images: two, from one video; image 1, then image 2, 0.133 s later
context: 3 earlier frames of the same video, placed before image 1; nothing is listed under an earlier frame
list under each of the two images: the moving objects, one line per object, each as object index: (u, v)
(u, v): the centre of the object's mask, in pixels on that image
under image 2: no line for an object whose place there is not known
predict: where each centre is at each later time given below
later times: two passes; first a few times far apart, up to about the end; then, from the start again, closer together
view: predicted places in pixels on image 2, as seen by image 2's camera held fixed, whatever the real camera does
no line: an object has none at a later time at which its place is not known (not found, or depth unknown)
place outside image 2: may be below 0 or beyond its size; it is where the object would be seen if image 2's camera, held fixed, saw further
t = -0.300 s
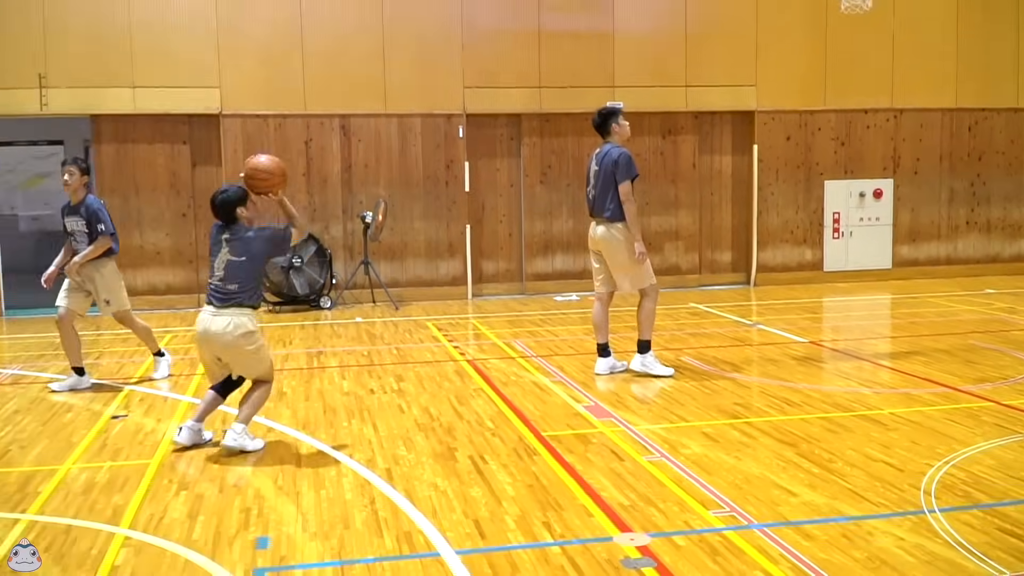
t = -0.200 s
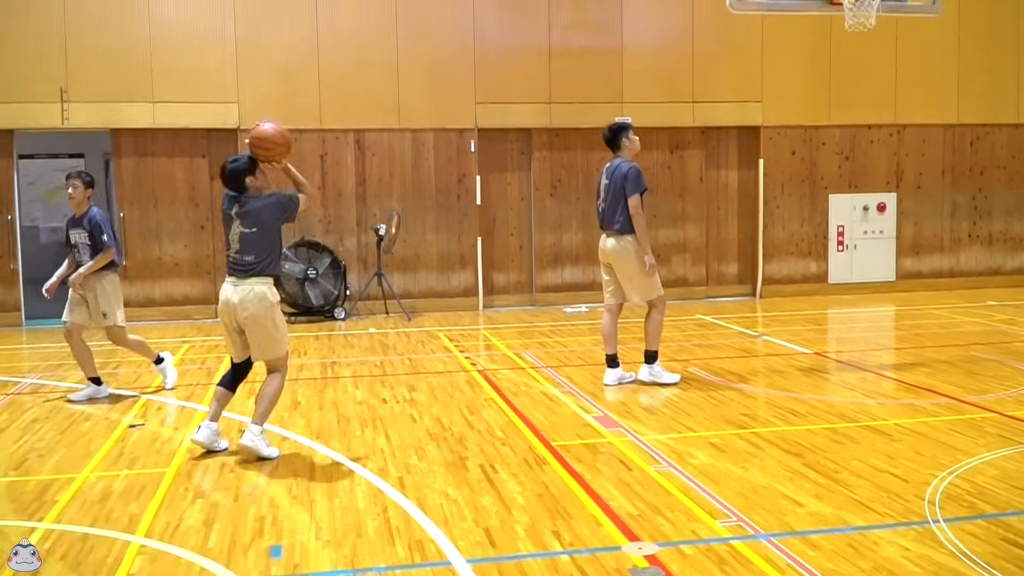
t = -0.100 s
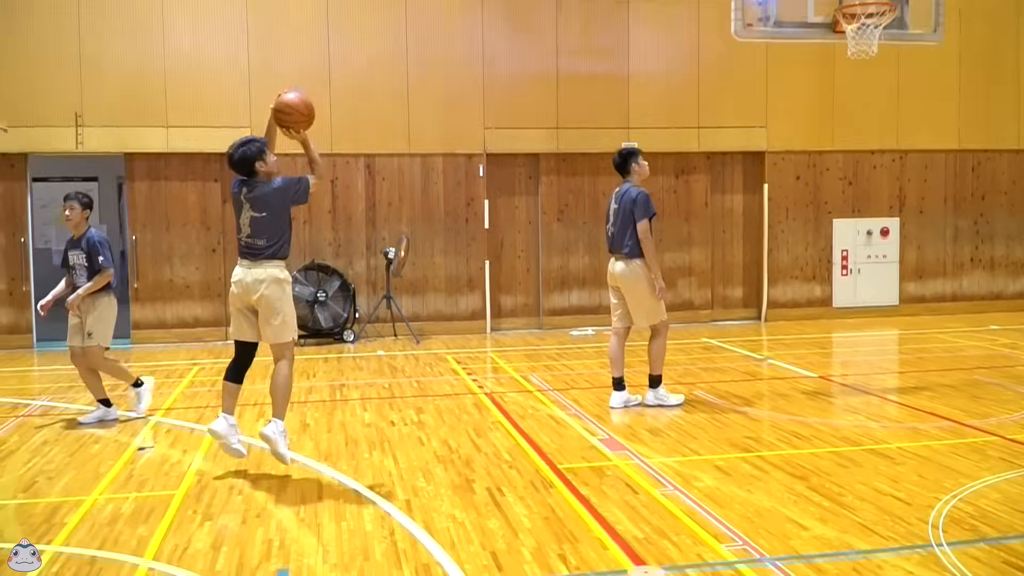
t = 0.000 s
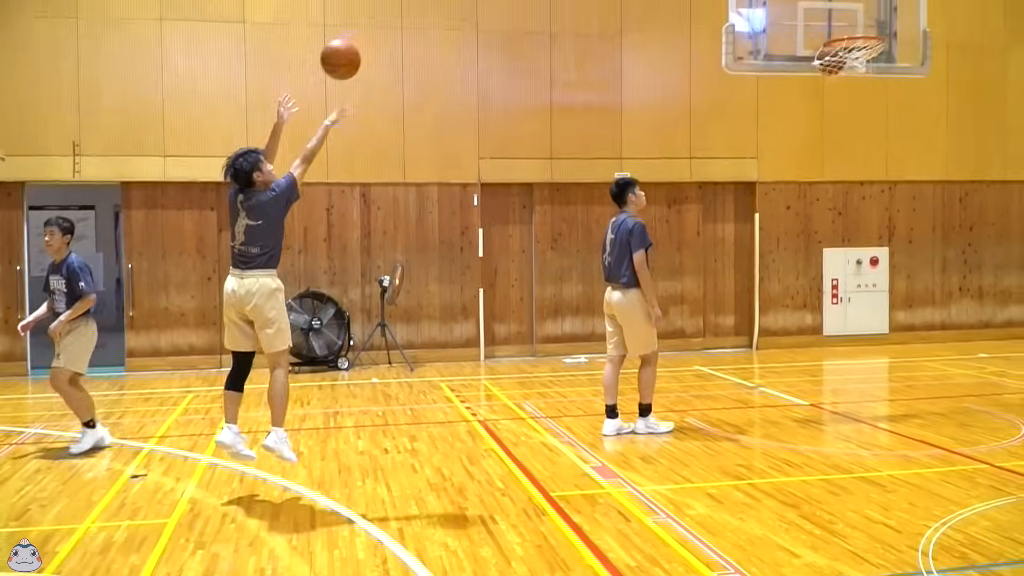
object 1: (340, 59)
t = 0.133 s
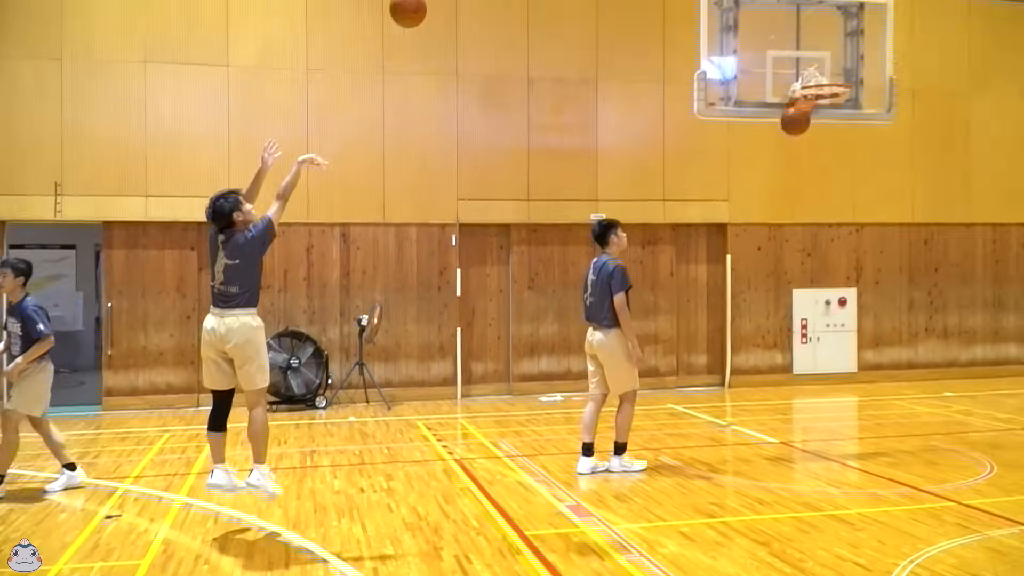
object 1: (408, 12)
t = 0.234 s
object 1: (464, -33)
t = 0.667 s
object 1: (673, -63)
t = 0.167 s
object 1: (426, -4)
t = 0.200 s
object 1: (445, -19)
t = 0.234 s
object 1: (464, -33)
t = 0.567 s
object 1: (628, -81)
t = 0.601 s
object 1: (644, -77)
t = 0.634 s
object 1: (659, -70)
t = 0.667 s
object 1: (673, -63)
